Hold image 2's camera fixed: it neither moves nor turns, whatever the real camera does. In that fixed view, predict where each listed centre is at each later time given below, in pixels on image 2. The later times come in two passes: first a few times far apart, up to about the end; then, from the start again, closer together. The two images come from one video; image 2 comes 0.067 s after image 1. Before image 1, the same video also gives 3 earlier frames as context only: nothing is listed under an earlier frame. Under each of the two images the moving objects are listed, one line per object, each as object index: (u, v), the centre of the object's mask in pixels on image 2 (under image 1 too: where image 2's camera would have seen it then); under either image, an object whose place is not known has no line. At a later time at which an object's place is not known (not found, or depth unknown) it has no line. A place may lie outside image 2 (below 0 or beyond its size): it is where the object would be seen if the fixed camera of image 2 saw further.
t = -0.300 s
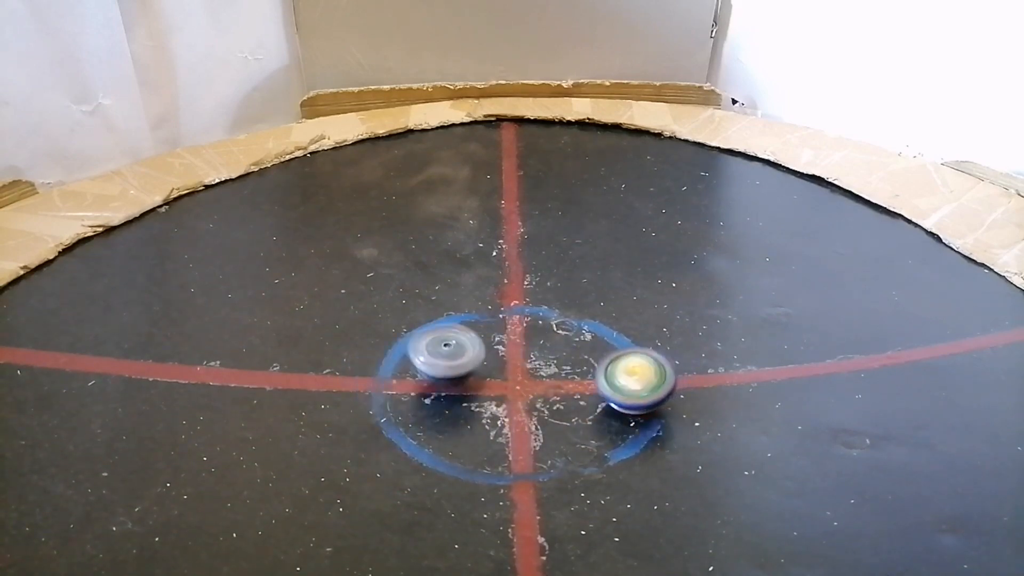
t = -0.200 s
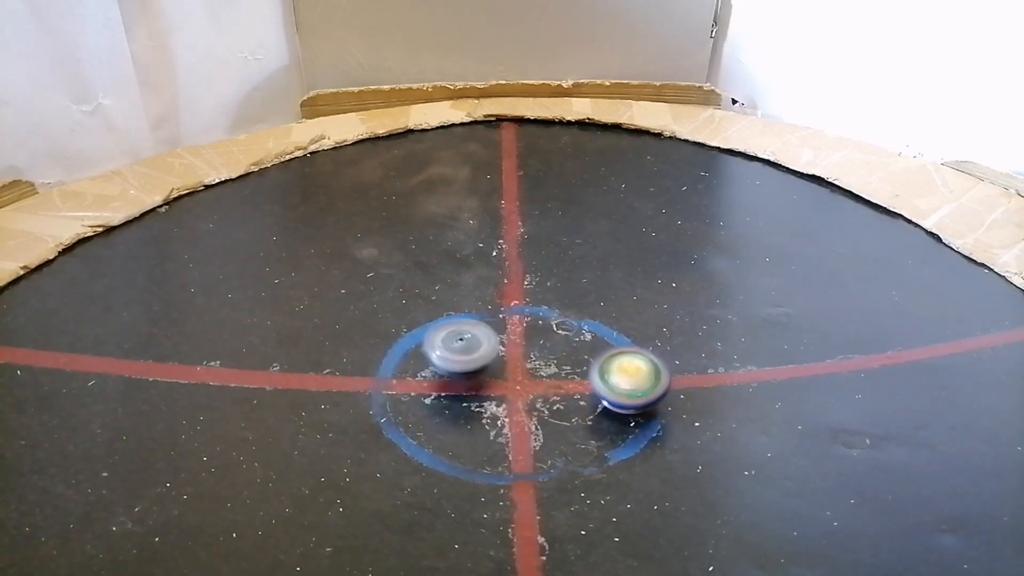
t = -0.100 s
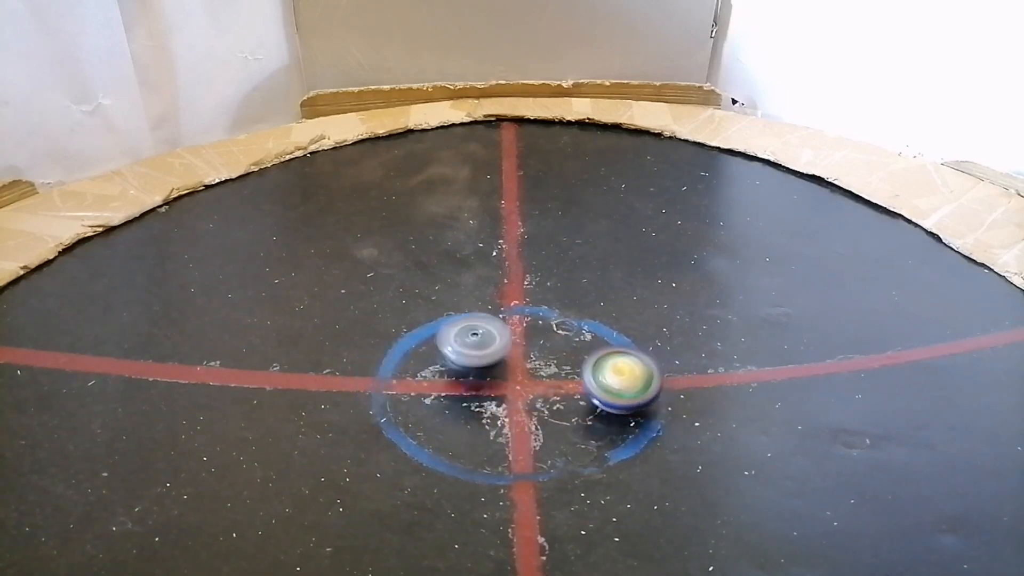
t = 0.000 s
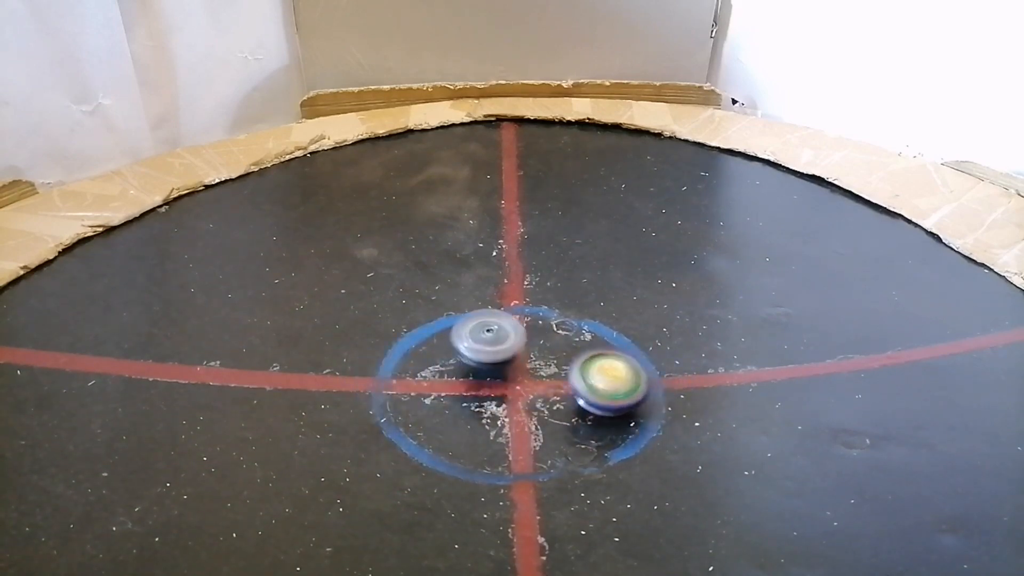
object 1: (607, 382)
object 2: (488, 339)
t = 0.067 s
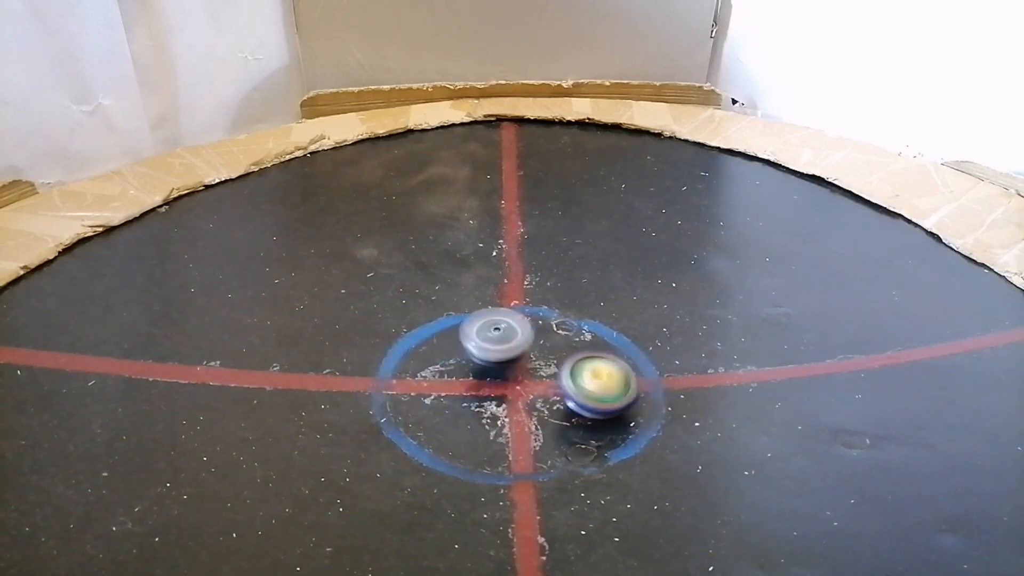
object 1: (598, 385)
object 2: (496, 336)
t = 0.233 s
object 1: (579, 392)
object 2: (513, 338)
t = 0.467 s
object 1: (564, 407)
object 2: (538, 347)
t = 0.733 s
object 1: (565, 420)
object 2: (553, 358)
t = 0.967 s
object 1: (565, 422)
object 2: (557, 362)
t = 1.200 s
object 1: (569, 427)
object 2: (554, 353)
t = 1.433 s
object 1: (565, 422)
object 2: (547, 345)
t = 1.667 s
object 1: (559, 414)
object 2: (534, 350)
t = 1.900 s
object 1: (550, 409)
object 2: (526, 348)
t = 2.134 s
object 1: (538, 408)
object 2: (527, 345)
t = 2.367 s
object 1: (532, 410)
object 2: (534, 343)
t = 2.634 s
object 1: (528, 411)
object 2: (537, 345)
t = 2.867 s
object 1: (528, 410)
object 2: (542, 351)
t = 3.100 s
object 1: (514, 437)
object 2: (568, 325)
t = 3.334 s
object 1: (509, 437)
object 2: (572, 309)
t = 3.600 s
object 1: (503, 432)
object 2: (569, 322)
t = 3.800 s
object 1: (499, 429)
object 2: (562, 340)
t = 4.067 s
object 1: (494, 426)
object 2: (556, 362)
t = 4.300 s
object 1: (491, 422)
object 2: (555, 371)
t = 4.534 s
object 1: (489, 418)
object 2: (544, 374)
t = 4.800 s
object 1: (458, 435)
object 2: (560, 340)
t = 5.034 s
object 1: (457, 430)
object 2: (552, 329)
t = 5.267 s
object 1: (461, 424)
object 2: (540, 329)
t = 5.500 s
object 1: (465, 417)
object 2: (544, 337)
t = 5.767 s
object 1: (465, 407)
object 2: (545, 352)
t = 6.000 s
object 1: (466, 401)
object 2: (534, 355)
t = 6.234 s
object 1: (465, 398)
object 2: (534, 356)
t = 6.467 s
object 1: (465, 396)
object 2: (547, 358)
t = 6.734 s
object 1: (469, 393)
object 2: (565, 355)
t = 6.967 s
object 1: (475, 388)
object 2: (567, 356)
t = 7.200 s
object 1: (478, 384)
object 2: (555, 362)
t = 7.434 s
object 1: (465, 385)
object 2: (576, 362)
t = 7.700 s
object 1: (461, 386)
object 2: (581, 361)
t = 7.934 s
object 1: (463, 386)
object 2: (581, 366)
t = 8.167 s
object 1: (467, 383)
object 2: (577, 366)
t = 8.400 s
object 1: (470, 379)
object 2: (569, 364)
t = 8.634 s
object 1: (470, 376)
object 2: (549, 362)
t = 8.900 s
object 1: (448, 377)
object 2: (570, 355)
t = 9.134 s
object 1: (448, 379)
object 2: (581, 360)
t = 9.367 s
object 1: (453, 380)
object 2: (578, 373)
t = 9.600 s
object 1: (458, 377)
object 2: (564, 378)
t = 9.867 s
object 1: (454, 372)
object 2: (540, 372)
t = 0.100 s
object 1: (593, 386)
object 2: (500, 336)
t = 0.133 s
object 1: (589, 388)
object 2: (504, 336)
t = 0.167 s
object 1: (586, 389)
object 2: (507, 337)
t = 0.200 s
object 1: (582, 391)
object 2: (510, 337)
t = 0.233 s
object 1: (579, 392)
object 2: (513, 338)
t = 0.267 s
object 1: (575, 394)
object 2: (517, 339)
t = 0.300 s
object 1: (572, 396)
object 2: (520, 340)
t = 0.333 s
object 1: (570, 398)
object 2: (524, 341)
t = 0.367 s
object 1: (568, 400)
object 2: (528, 343)
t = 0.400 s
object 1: (567, 402)
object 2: (531, 343)
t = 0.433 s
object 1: (565, 404)
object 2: (534, 345)
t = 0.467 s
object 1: (564, 407)
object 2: (538, 347)
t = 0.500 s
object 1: (564, 409)
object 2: (541, 348)
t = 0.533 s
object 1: (564, 411)
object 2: (543, 349)
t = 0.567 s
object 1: (563, 413)
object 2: (545, 350)
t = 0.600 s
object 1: (563, 414)
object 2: (547, 352)
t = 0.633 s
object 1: (564, 416)
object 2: (549, 354)
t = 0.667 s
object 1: (564, 418)
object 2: (551, 355)
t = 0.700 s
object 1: (564, 419)
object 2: (552, 357)
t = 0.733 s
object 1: (565, 420)
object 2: (553, 358)
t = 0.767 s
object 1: (565, 421)
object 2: (553, 358)
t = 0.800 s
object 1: (565, 421)
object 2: (554, 359)
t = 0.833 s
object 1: (565, 422)
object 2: (554, 359)
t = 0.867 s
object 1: (565, 422)
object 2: (555, 360)
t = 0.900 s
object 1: (565, 422)
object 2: (557, 361)
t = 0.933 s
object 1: (565, 422)
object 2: (557, 362)
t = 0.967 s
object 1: (565, 422)
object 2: (557, 362)
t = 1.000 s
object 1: (566, 422)
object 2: (557, 363)
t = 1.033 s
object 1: (566, 421)
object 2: (557, 363)
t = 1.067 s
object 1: (567, 421)
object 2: (557, 364)
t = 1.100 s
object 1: (568, 422)
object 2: (556, 363)
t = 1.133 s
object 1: (569, 426)
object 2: (556, 360)
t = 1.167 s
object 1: (569, 427)
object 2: (556, 356)
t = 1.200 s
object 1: (569, 427)
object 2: (554, 353)
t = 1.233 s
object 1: (570, 427)
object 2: (553, 350)
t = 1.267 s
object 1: (569, 426)
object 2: (553, 349)
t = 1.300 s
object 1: (568, 425)
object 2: (552, 348)
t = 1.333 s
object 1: (568, 425)
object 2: (551, 347)
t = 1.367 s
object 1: (567, 424)
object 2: (550, 346)
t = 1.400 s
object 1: (566, 423)
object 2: (549, 346)
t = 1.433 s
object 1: (565, 422)
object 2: (547, 345)
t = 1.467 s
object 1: (565, 421)
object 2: (546, 346)
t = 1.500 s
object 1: (565, 420)
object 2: (544, 346)
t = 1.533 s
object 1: (564, 419)
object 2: (542, 347)
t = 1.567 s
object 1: (563, 418)
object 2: (541, 348)
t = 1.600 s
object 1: (562, 416)
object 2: (539, 349)
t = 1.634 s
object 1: (561, 415)
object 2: (536, 349)
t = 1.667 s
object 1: (559, 414)
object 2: (534, 350)
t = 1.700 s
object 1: (558, 413)
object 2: (532, 350)
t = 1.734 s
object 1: (557, 412)
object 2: (530, 350)
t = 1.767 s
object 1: (555, 411)
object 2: (529, 350)
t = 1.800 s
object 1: (554, 410)
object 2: (528, 350)
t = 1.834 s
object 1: (553, 410)
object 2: (527, 349)
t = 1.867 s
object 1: (551, 409)
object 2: (527, 349)
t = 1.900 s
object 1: (550, 409)
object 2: (526, 348)
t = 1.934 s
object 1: (548, 408)
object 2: (526, 347)
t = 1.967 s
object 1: (546, 408)
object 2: (526, 347)
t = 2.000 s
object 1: (545, 408)
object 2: (526, 346)
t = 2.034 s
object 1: (543, 407)
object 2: (526, 346)
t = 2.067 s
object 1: (542, 408)
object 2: (526, 345)
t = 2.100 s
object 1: (540, 408)
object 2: (527, 345)
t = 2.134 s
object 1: (538, 408)
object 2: (527, 345)
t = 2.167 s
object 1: (537, 408)
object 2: (527, 345)
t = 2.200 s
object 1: (536, 409)
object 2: (528, 343)
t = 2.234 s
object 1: (535, 409)
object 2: (529, 343)
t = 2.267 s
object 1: (535, 409)
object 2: (530, 343)
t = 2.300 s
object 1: (534, 409)
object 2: (532, 343)
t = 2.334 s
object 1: (533, 410)
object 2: (533, 343)
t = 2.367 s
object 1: (532, 410)
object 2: (534, 343)
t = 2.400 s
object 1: (531, 410)
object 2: (535, 344)
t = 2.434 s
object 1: (530, 410)
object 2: (535, 343)
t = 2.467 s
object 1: (530, 411)
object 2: (536, 343)
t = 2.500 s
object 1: (530, 411)
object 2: (537, 343)
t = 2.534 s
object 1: (529, 411)
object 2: (537, 343)
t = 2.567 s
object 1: (529, 411)
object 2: (537, 343)
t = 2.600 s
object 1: (529, 411)
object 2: (537, 343)
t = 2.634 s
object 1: (528, 411)
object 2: (537, 345)
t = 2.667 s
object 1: (528, 411)
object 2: (537, 346)
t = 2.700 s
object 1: (527, 411)
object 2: (539, 347)
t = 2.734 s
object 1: (527, 411)
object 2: (539, 349)
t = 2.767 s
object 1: (527, 411)
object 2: (539, 349)
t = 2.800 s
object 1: (528, 411)
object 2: (540, 350)
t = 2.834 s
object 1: (528, 411)
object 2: (541, 351)
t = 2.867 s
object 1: (528, 410)
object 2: (542, 351)
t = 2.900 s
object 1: (529, 410)
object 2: (543, 352)
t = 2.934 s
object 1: (529, 409)
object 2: (545, 353)
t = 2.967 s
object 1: (527, 412)
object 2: (550, 350)
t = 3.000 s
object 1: (523, 420)
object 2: (556, 347)
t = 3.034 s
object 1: (519, 428)
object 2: (561, 338)
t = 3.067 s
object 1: (516, 433)
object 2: (564, 332)
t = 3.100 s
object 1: (514, 437)
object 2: (568, 325)
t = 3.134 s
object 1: (513, 439)
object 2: (570, 321)
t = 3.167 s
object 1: (513, 440)
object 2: (572, 317)
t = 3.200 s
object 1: (513, 439)
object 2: (573, 313)
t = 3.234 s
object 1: (512, 439)
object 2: (573, 311)
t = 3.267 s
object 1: (511, 438)
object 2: (572, 309)
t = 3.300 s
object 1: (510, 438)
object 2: (572, 309)
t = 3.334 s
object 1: (509, 437)
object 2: (572, 309)
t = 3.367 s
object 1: (508, 437)
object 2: (571, 308)
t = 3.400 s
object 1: (508, 436)
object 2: (571, 309)
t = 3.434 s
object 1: (507, 435)
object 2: (572, 311)
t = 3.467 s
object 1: (506, 434)
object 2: (571, 312)
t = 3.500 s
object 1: (506, 434)
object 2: (571, 314)
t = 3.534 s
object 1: (505, 433)
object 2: (570, 316)
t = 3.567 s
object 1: (504, 432)
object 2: (569, 319)
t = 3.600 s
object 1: (503, 432)
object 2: (569, 322)
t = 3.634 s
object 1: (502, 431)
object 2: (568, 324)
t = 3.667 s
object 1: (501, 431)
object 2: (567, 328)
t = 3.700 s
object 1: (500, 430)
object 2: (565, 331)
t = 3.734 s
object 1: (500, 430)
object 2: (564, 334)
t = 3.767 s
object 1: (499, 429)
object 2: (563, 338)
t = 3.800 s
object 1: (499, 429)
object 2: (562, 340)
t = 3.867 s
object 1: (498, 428)
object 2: (561, 345)
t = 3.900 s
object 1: (497, 428)
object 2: (560, 348)
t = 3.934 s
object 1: (496, 428)
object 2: (559, 351)
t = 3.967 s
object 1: (496, 427)
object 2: (559, 354)
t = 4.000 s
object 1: (495, 427)
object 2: (558, 356)
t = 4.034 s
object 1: (494, 426)
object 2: (557, 359)
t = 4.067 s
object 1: (494, 426)
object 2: (556, 362)
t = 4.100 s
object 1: (494, 425)
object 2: (556, 364)
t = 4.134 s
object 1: (493, 425)
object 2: (556, 365)
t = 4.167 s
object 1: (492, 424)
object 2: (556, 367)
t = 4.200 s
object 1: (492, 424)
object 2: (556, 368)
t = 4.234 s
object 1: (492, 423)
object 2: (555, 369)
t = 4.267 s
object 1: (492, 423)
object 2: (555, 370)
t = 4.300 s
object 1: (491, 422)
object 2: (555, 371)
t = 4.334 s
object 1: (491, 421)
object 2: (554, 372)
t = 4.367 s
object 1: (491, 421)
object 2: (553, 372)
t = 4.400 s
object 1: (490, 420)
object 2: (552, 373)
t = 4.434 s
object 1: (490, 419)
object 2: (550, 374)
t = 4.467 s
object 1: (490, 420)
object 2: (549, 374)
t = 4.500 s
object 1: (490, 419)
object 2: (546, 374)
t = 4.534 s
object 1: (489, 418)
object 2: (544, 374)
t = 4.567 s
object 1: (489, 418)
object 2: (540, 374)
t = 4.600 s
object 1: (482, 422)
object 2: (541, 371)
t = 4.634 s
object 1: (474, 428)
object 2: (545, 362)
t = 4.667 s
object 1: (467, 431)
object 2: (550, 357)
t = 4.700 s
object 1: (462, 433)
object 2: (554, 352)
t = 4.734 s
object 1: (459, 435)
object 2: (556, 347)
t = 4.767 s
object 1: (458, 435)
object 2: (558, 344)
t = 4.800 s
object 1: (458, 435)
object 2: (560, 340)
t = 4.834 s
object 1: (457, 435)
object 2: (560, 338)
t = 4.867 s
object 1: (457, 434)
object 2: (560, 334)
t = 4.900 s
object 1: (457, 433)
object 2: (558, 332)
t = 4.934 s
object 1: (457, 433)
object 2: (558, 331)
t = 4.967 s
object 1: (457, 432)
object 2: (557, 331)
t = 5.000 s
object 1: (457, 431)
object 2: (554, 329)
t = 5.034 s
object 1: (457, 430)
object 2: (552, 329)
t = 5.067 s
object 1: (457, 430)
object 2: (550, 329)
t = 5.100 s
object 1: (458, 429)
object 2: (548, 328)
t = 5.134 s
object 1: (458, 428)
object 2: (545, 327)
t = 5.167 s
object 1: (459, 427)
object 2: (543, 328)
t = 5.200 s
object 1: (460, 426)
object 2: (542, 329)
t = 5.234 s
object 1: (460, 425)
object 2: (541, 329)
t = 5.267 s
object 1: (461, 424)
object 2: (540, 329)
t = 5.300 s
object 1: (462, 423)
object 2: (540, 330)
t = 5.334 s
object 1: (462, 422)
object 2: (541, 331)
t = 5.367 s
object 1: (463, 421)
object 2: (541, 332)
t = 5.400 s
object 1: (463, 421)
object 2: (542, 333)
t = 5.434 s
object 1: (464, 419)
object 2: (543, 335)
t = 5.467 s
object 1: (464, 418)
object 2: (544, 336)
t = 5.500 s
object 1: (465, 417)
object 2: (544, 337)
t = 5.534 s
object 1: (465, 416)
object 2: (545, 339)
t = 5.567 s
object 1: (465, 414)
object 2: (547, 339)
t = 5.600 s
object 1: (465, 413)
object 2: (546, 344)
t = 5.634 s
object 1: (466, 412)
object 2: (546, 345)
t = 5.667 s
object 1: (466, 410)
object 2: (546, 347)
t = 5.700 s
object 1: (466, 409)
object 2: (546, 349)
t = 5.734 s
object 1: (466, 408)
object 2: (546, 351)
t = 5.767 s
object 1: (465, 407)
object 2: (545, 352)
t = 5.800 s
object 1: (465, 405)
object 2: (543, 353)
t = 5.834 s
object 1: (465, 404)
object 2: (542, 354)
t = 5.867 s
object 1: (465, 403)
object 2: (540, 355)
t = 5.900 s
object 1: (465, 402)
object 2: (539, 356)
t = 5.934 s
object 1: (465, 402)
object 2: (538, 355)
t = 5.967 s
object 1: (465, 401)
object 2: (536, 356)
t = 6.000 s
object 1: (466, 401)
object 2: (534, 355)
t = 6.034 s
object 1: (465, 400)
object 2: (533, 356)
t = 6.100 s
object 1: (465, 399)
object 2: (533, 356)
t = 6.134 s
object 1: (465, 399)
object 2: (533, 356)
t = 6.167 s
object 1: (465, 398)
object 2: (533, 356)
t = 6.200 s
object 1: (465, 398)
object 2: (533, 356)
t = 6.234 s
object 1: (465, 398)
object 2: (534, 356)
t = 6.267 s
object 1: (465, 397)
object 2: (535, 356)
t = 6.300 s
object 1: (465, 397)
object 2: (536, 356)
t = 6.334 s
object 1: (465, 397)
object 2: (536, 355)
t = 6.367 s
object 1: (465, 396)
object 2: (538, 356)
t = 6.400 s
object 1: (465, 396)
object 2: (540, 356)
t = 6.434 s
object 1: (465, 396)
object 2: (543, 356)
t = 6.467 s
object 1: (465, 396)
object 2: (547, 358)
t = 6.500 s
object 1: (465, 396)
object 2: (549, 358)
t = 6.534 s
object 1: (465, 395)
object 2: (552, 358)
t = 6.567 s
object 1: (465, 395)
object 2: (555, 359)
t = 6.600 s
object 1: (466, 395)
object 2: (557, 359)
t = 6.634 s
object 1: (466, 394)
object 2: (560, 357)
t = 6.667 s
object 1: (467, 394)
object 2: (562, 356)
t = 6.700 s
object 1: (468, 393)
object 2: (564, 356)
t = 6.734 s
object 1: (469, 393)
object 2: (565, 355)
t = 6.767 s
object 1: (470, 392)
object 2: (566, 355)
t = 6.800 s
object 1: (471, 392)
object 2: (566, 355)
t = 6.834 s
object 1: (472, 391)
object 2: (567, 355)
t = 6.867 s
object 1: (473, 390)
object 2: (567, 355)
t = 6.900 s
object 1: (474, 390)
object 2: (567, 356)
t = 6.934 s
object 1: (475, 389)
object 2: (567, 355)
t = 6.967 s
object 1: (475, 388)
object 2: (567, 356)
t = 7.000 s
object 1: (476, 388)
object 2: (566, 357)
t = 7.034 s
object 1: (477, 387)
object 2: (566, 357)
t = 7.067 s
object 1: (477, 386)
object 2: (565, 358)
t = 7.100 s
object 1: (477, 386)
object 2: (563, 359)
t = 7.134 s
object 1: (478, 385)
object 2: (561, 360)
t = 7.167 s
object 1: (478, 385)
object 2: (557, 362)
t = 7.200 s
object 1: (478, 384)
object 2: (555, 362)
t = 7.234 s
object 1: (473, 384)
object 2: (556, 363)
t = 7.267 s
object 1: (470, 385)
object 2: (560, 363)
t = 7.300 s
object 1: (468, 385)
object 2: (564, 363)
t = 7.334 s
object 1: (467, 385)
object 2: (566, 363)
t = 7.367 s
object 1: (466, 385)
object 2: (569, 362)
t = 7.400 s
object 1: (465, 385)
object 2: (573, 362)
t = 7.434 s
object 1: (465, 385)
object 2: (576, 362)
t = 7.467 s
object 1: (464, 385)
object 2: (578, 361)
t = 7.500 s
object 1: (463, 385)
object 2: (581, 361)
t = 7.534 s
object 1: (463, 385)
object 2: (583, 361)
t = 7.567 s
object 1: (462, 385)
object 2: (584, 361)
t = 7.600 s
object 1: (462, 386)
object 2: (584, 361)
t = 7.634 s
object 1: (461, 386)
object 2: (583, 361)
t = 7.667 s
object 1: (461, 386)
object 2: (583, 361)
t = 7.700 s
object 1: (461, 386)
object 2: (581, 361)
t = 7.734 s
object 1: (461, 386)
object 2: (581, 362)
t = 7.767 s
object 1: (461, 386)
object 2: (580, 362)
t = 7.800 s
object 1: (461, 386)
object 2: (581, 362)
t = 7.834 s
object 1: (462, 386)
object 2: (581, 363)
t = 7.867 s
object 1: (462, 386)
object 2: (582, 364)
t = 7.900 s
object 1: (462, 386)
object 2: (582, 366)
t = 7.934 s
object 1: (463, 386)
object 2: (581, 366)
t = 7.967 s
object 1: (464, 386)
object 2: (581, 366)
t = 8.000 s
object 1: (464, 385)
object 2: (581, 366)
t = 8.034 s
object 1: (465, 385)
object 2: (581, 366)
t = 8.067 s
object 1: (465, 385)
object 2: (579, 366)
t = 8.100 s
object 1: (466, 384)
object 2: (579, 367)
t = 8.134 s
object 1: (467, 384)
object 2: (578, 367)
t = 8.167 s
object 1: (467, 383)
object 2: (577, 366)
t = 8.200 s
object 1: (468, 383)
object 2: (576, 366)
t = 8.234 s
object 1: (468, 382)
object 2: (575, 366)
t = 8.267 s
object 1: (469, 382)
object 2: (574, 366)
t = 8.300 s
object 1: (469, 381)
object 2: (572, 365)
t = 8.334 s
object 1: (469, 381)
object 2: (572, 365)
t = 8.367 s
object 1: (470, 380)
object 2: (571, 365)
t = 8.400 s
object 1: (470, 379)
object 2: (569, 364)
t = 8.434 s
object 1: (470, 379)
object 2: (567, 362)
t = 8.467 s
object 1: (471, 378)
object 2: (565, 362)
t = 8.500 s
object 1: (471, 378)
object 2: (562, 362)
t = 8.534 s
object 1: (471, 377)
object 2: (558, 360)
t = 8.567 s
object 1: (472, 377)
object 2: (555, 361)
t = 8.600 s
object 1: (471, 377)
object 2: (552, 361)
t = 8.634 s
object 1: (470, 376)
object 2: (549, 362)
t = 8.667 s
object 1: (468, 376)
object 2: (549, 361)
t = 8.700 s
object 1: (461, 376)
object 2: (552, 361)
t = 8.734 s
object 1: (455, 376)
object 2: (555, 360)
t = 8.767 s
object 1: (451, 376)
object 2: (559, 359)
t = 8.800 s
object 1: (449, 376)
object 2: (563, 358)
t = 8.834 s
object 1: (449, 376)
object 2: (565, 357)
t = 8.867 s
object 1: (448, 376)
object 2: (567, 355)
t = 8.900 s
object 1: (448, 377)
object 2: (570, 355)
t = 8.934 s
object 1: (447, 377)
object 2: (572, 355)
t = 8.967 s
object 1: (447, 377)
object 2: (574, 355)
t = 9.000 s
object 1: (447, 378)
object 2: (576, 355)
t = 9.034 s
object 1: (447, 378)
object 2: (578, 355)
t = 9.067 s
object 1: (447, 378)
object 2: (579, 357)
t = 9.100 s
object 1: (448, 378)
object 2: (581, 358)
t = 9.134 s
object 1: (448, 379)
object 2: (581, 360)
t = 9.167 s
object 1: (448, 379)
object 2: (582, 362)
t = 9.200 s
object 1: (448, 379)
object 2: (582, 364)
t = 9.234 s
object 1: (449, 380)
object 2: (580, 365)
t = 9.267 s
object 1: (450, 380)
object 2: (580, 368)
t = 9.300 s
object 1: (451, 380)
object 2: (579, 370)
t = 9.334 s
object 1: (452, 380)
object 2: (578, 371)
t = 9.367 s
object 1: (453, 380)
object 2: (578, 373)
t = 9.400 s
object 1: (454, 380)
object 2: (576, 373)
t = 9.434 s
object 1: (455, 380)
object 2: (576, 374)
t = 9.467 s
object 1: (456, 379)
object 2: (575, 375)
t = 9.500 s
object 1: (456, 379)
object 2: (571, 375)
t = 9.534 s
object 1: (457, 378)
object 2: (570, 376)
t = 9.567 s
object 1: (457, 377)
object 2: (568, 378)
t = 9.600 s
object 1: (458, 377)
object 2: (564, 378)
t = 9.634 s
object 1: (459, 376)
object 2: (562, 378)
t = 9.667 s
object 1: (459, 375)
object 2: (557, 378)
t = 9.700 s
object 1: (459, 375)
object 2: (554, 377)
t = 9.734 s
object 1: (459, 374)
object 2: (550, 376)
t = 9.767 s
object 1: (459, 373)
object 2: (544, 375)
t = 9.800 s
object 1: (459, 373)
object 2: (539, 374)
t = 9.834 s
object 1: (457, 372)
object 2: (539, 372)
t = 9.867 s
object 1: (454, 372)
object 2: (540, 372)
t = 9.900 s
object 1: (452, 371)
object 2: (542, 371)
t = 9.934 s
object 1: (451, 371)
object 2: (542, 368)
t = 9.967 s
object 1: (451, 371)
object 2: (543, 367)
